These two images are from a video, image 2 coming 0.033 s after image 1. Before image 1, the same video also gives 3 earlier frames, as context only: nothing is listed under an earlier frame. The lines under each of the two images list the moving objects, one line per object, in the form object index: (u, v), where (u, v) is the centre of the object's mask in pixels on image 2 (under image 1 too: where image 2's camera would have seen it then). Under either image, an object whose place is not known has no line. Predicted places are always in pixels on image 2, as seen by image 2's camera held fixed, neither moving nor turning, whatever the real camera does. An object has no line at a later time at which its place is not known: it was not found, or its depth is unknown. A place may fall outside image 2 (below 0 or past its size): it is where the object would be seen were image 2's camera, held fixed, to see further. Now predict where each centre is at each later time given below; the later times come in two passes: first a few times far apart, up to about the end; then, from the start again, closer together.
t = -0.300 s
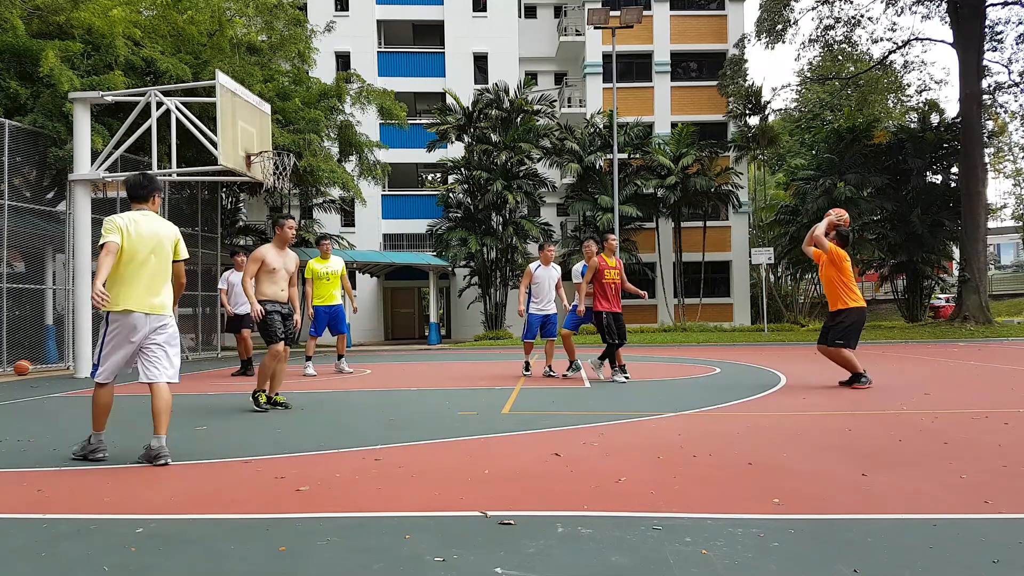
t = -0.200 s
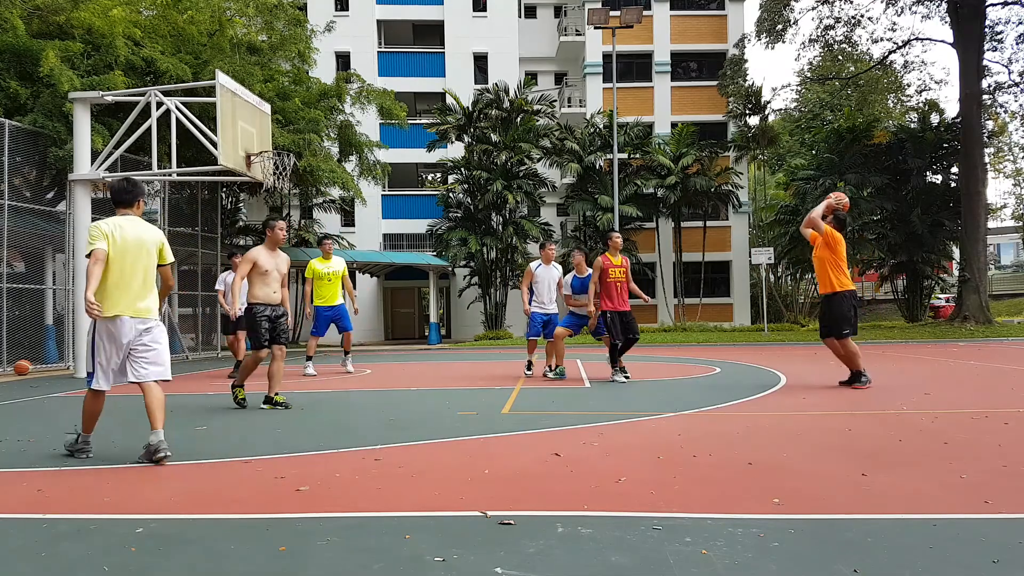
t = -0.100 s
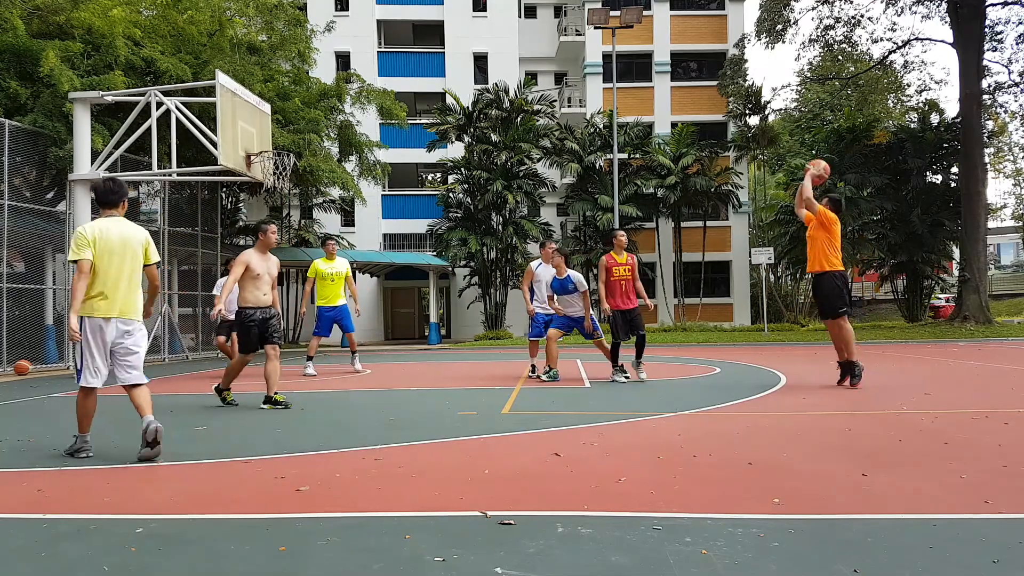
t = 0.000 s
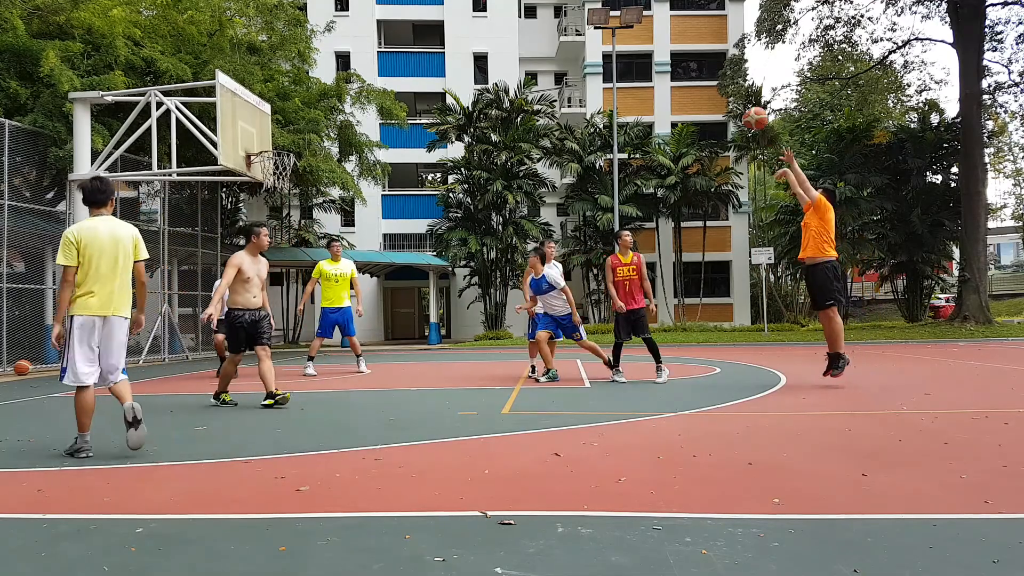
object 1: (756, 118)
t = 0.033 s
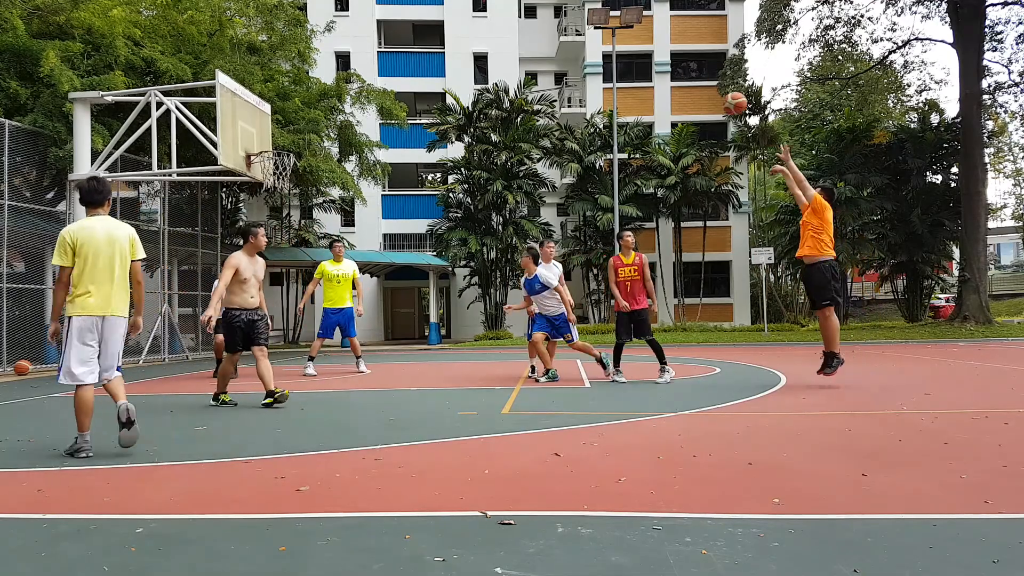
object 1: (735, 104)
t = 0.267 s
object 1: (602, 32)
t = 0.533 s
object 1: (473, 13)
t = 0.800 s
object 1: (365, 50)
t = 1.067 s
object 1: (272, 131)
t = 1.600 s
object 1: (345, 113)
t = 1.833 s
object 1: (382, 148)
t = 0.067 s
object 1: (715, 90)
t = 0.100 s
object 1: (694, 76)
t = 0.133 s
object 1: (676, 66)
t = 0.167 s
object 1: (656, 56)
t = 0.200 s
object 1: (638, 47)
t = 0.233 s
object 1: (620, 39)
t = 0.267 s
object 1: (602, 32)
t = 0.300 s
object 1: (585, 26)
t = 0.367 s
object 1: (551, 18)
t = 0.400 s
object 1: (535, 15)
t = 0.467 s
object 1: (503, 12)
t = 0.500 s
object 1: (488, 12)
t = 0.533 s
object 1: (473, 13)
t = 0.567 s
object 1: (458, 15)
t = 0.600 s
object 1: (444, 18)
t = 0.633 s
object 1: (430, 22)
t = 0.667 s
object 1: (417, 26)
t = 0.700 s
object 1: (403, 30)
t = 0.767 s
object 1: (377, 43)
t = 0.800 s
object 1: (365, 50)
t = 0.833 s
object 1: (352, 58)
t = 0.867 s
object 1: (340, 67)
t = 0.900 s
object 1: (328, 76)
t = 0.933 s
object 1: (316, 85)
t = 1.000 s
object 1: (294, 107)
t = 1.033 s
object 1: (282, 119)
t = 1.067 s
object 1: (272, 131)
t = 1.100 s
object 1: (261, 144)
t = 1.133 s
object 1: (265, 147)
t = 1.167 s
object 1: (271, 141)
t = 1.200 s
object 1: (277, 134)
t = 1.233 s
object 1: (282, 128)
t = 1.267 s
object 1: (289, 123)
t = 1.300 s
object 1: (294, 119)
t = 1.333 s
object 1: (300, 115)
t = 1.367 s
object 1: (306, 112)
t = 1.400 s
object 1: (312, 110)
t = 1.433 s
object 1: (317, 108)
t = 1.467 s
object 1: (323, 108)
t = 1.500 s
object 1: (328, 108)
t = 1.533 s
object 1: (334, 109)
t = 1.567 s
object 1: (341, 111)
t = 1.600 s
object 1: (345, 113)
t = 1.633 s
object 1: (351, 116)
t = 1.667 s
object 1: (356, 121)
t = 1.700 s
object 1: (361, 125)
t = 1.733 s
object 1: (366, 129)
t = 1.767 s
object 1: (372, 135)
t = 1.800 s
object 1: (377, 141)
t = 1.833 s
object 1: (382, 148)
